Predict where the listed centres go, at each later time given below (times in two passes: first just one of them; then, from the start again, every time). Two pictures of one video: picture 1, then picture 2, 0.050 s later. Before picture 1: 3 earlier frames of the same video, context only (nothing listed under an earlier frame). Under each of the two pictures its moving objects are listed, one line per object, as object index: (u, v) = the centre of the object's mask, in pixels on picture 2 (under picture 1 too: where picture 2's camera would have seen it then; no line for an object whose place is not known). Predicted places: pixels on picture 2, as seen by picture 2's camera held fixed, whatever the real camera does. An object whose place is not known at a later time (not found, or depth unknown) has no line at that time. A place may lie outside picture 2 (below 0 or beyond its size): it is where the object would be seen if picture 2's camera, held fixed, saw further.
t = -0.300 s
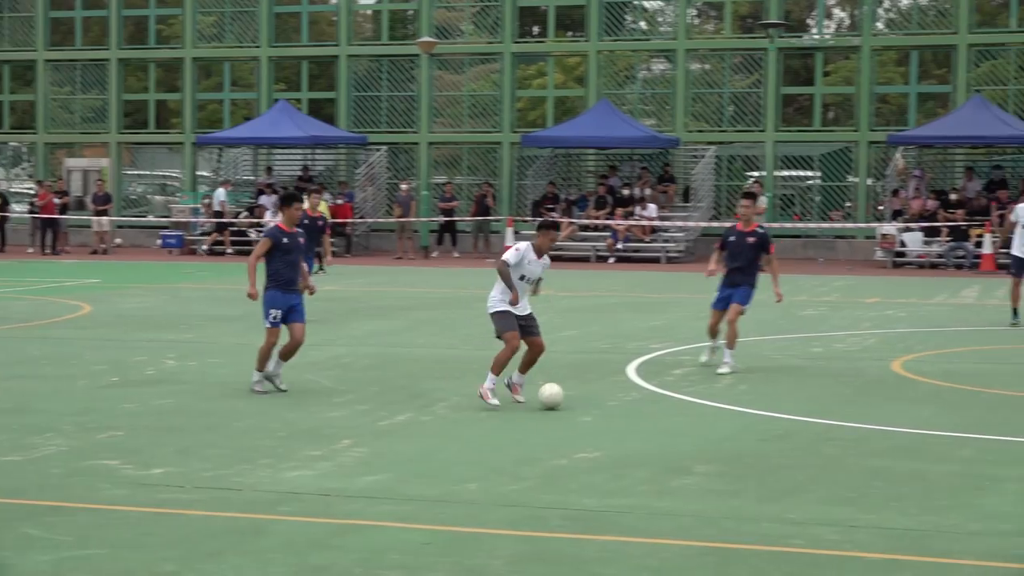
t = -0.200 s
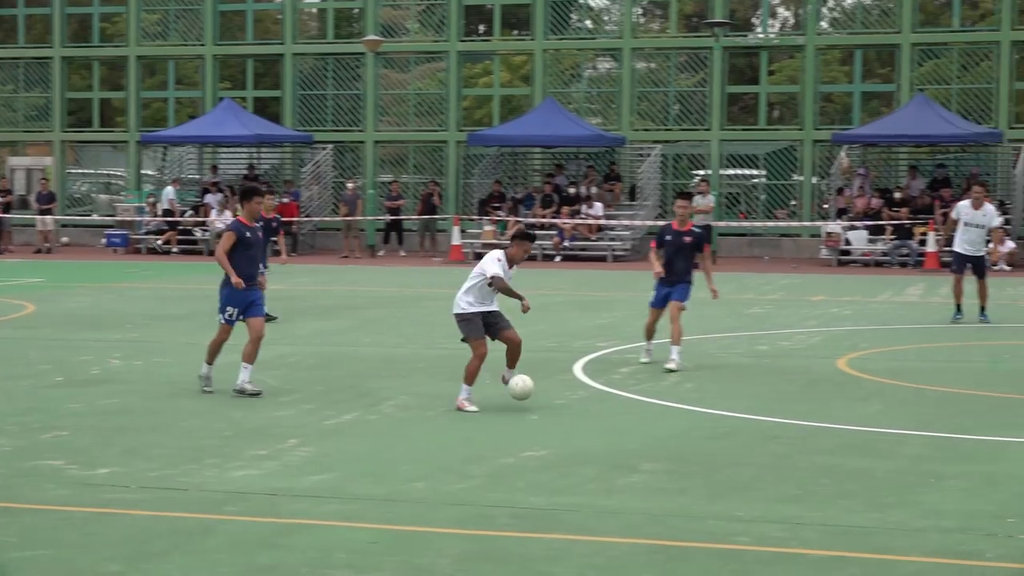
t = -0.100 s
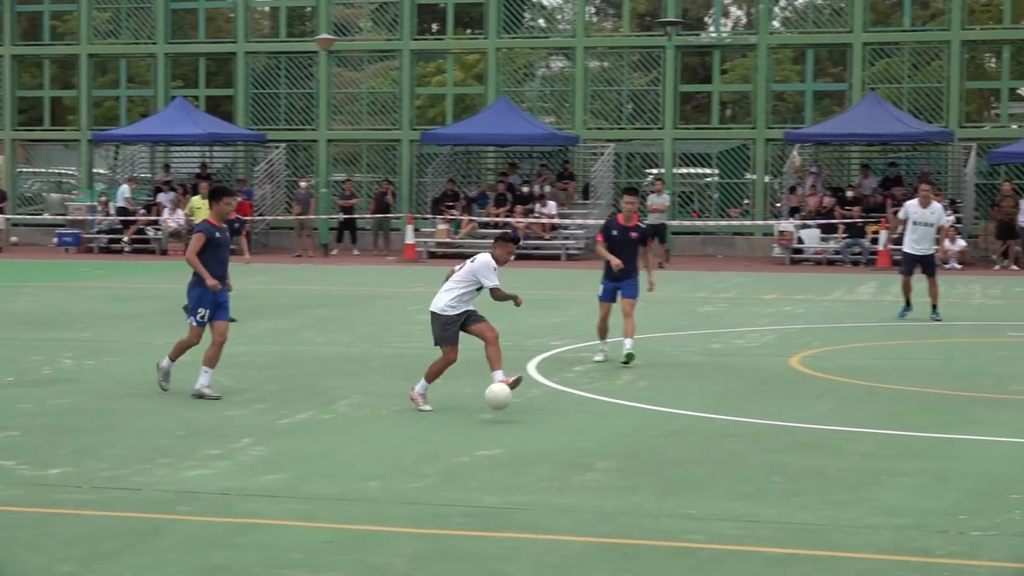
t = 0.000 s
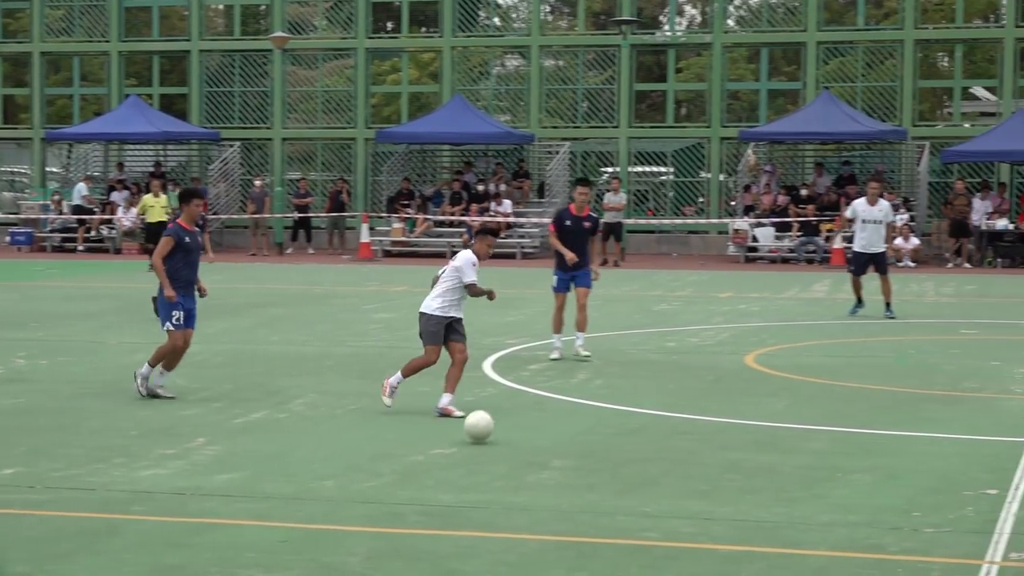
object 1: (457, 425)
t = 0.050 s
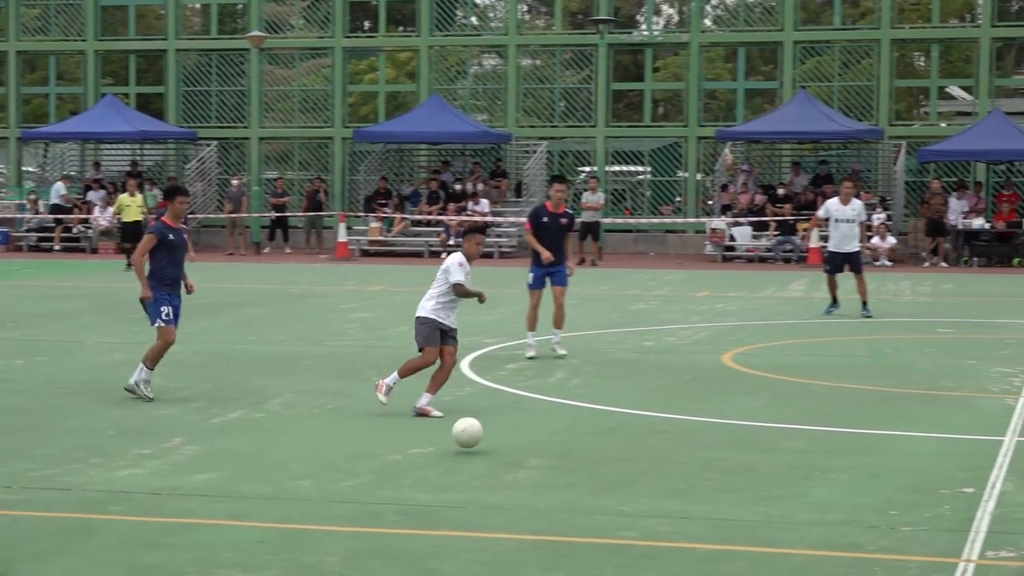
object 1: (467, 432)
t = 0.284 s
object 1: (514, 483)
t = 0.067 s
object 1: (470, 433)
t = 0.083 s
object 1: (473, 433)
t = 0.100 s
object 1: (476, 434)
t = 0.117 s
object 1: (480, 435)
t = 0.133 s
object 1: (483, 437)
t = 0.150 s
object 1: (486, 440)
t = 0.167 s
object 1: (489, 443)
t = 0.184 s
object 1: (492, 447)
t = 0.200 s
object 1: (496, 451)
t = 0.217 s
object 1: (500, 456)
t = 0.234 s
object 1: (503, 461)
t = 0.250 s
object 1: (507, 468)
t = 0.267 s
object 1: (511, 475)
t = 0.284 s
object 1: (514, 483)
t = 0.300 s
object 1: (518, 491)
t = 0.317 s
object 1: (522, 491)
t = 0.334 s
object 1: (526, 492)
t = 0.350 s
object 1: (529, 494)
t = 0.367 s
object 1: (533, 496)
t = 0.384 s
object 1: (536, 499)
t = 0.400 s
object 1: (540, 502)
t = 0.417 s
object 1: (545, 506)
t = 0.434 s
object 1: (548, 511)
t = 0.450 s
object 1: (552, 517)
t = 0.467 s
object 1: (556, 523)
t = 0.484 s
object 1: (561, 530)
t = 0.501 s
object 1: (565, 536)
